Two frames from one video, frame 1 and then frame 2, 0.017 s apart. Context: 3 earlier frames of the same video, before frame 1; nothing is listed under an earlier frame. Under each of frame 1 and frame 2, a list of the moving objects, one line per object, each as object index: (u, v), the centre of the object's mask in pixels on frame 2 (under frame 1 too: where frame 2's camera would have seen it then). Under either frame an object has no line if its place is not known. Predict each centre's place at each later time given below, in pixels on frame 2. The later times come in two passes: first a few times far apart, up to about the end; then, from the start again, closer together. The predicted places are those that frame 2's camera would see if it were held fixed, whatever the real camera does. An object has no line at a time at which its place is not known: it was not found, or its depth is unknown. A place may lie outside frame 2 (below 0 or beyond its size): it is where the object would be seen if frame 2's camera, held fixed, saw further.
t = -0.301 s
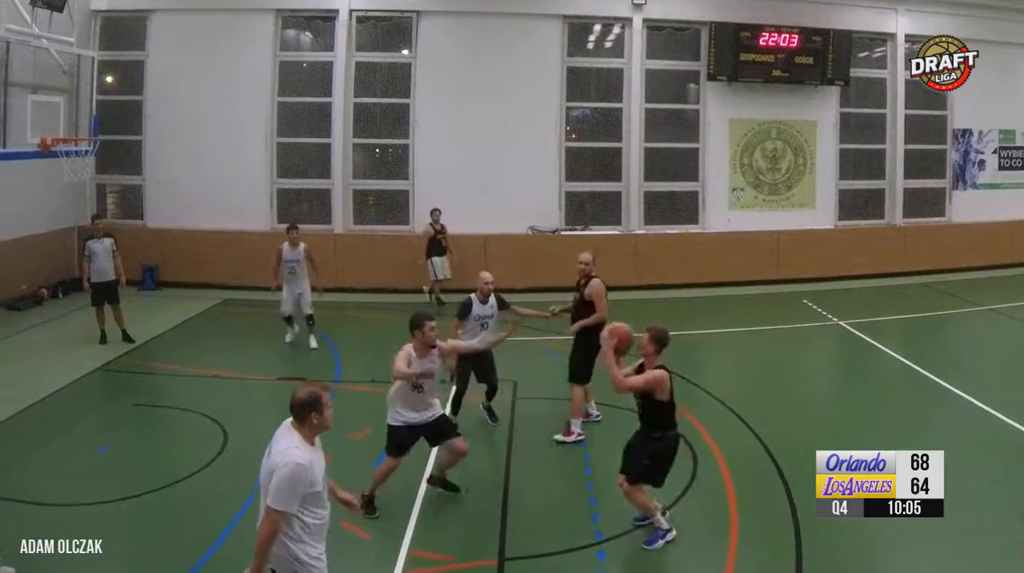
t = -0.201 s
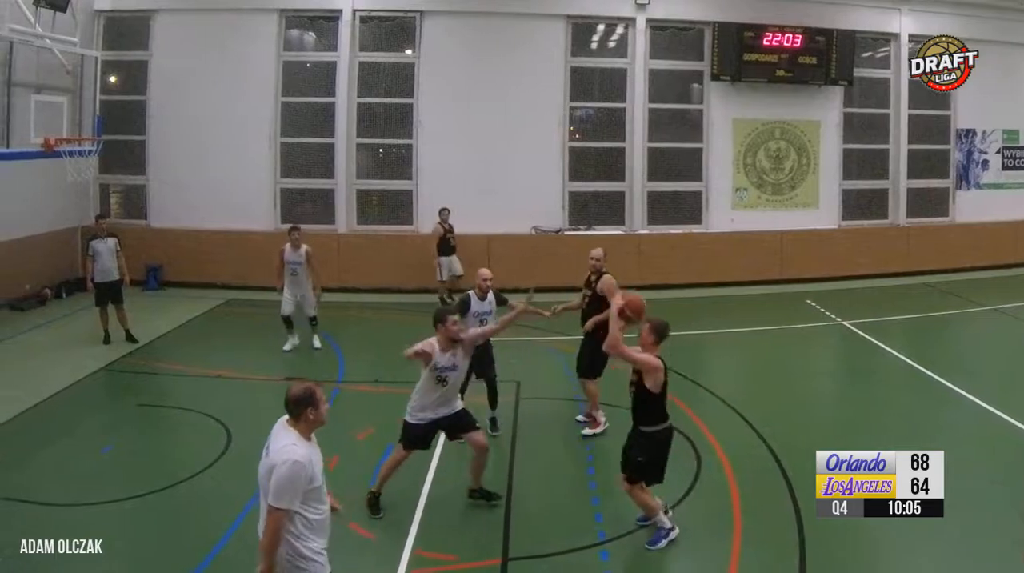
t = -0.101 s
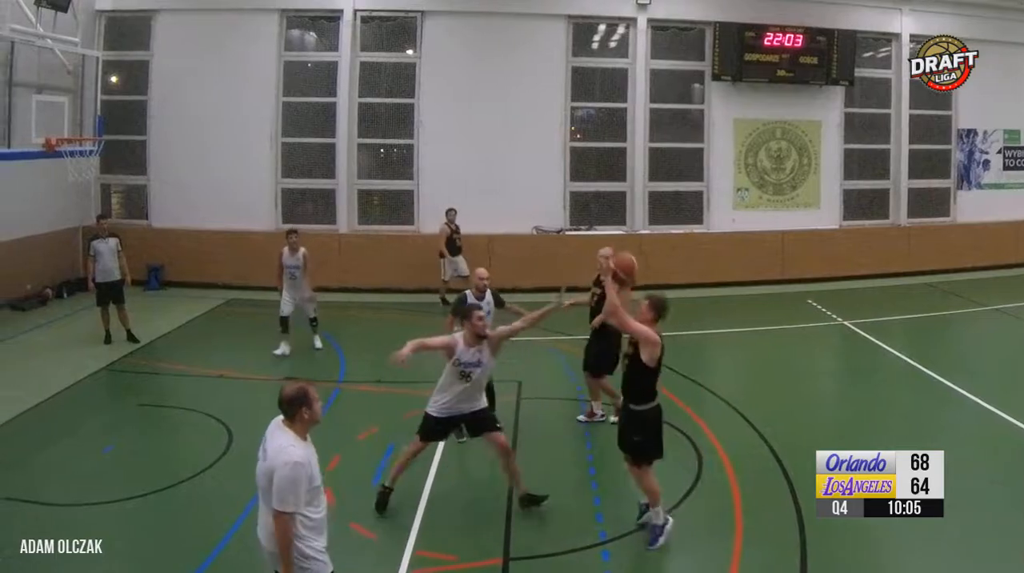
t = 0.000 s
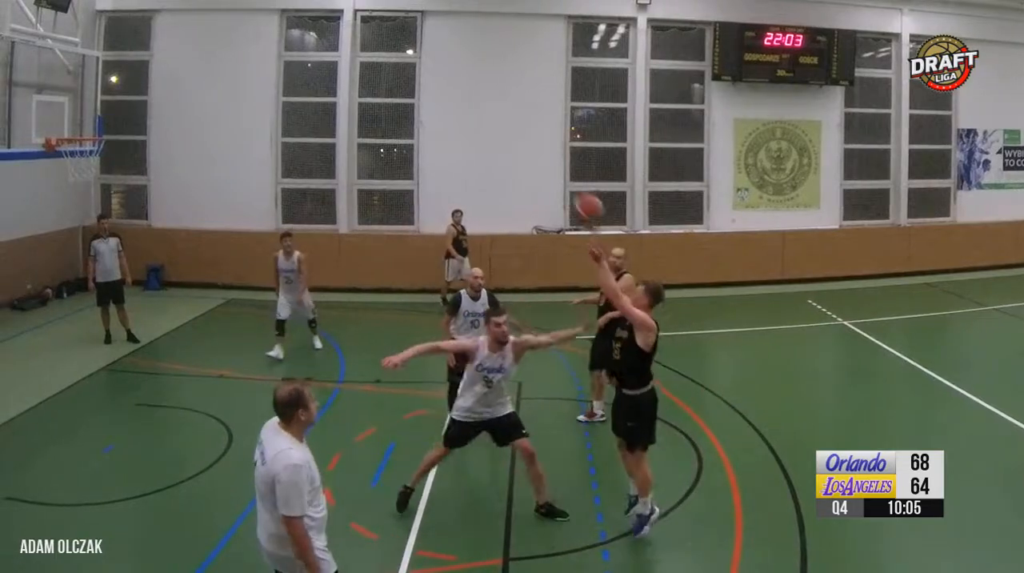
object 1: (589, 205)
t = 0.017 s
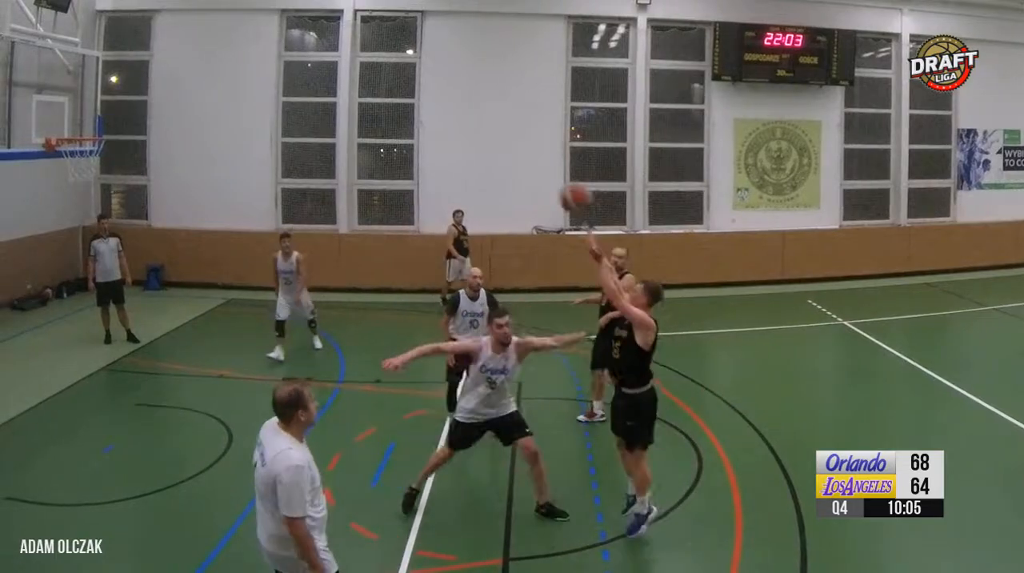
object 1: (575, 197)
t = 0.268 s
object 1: (421, 64)
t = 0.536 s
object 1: (280, 17)
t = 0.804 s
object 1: (164, 55)
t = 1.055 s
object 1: (76, 139)
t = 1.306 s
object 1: (105, 250)
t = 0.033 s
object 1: (565, 187)
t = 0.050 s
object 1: (552, 175)
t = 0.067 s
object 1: (541, 164)
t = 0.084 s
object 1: (530, 153)
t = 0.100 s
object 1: (519, 143)
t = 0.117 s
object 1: (509, 133)
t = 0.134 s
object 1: (499, 124)
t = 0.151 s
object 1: (488, 116)
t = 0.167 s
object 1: (478, 106)
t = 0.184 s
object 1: (468, 98)
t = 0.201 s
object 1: (458, 91)
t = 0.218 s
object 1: (448, 83)
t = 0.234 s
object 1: (438, 77)
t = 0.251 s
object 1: (429, 70)
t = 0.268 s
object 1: (421, 64)
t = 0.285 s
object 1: (409, 58)
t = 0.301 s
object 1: (400, 52)
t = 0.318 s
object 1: (390, 47)
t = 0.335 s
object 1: (382, 42)
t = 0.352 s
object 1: (372, 38)
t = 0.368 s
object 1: (364, 36)
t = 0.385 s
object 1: (354, 33)
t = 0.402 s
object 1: (345, 28)
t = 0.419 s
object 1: (337, 25)
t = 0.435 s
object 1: (329, 24)
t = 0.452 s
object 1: (319, 23)
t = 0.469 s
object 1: (313, 21)
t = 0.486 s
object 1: (303, 18)
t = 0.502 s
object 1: (296, 18)
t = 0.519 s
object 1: (288, 18)
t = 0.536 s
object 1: (280, 17)
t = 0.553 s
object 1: (271, 18)
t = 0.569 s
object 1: (264, 18)
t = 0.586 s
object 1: (256, 19)
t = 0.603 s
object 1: (248, 20)
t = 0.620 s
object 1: (241, 21)
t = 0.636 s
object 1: (234, 22)
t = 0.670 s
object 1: (219, 26)
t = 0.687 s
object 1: (212, 30)
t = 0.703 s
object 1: (205, 33)
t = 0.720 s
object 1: (198, 37)
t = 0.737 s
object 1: (191, 40)
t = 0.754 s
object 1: (184, 43)
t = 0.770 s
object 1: (177, 47)
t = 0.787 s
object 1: (170, 51)
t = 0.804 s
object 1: (164, 55)
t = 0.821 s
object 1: (158, 60)
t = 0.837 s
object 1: (152, 64)
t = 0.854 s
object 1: (146, 68)
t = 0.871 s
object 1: (140, 70)
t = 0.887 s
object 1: (132, 76)
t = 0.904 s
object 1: (126, 85)
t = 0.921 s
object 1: (122, 90)
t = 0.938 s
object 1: (114, 94)
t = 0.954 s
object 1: (108, 103)
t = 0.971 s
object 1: (102, 112)
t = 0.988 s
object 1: (97, 117)
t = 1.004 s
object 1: (92, 127)
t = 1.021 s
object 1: (88, 130)
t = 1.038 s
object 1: (83, 132)
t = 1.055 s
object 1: (76, 139)
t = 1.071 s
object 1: (74, 144)
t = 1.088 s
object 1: (75, 149)
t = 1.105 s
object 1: (75, 155)
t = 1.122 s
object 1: (77, 163)
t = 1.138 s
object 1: (80, 169)
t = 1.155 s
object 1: (82, 177)
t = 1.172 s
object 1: (84, 182)
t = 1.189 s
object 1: (88, 189)
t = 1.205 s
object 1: (90, 199)
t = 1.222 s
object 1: (91, 206)
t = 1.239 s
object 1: (93, 214)
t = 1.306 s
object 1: (105, 250)
